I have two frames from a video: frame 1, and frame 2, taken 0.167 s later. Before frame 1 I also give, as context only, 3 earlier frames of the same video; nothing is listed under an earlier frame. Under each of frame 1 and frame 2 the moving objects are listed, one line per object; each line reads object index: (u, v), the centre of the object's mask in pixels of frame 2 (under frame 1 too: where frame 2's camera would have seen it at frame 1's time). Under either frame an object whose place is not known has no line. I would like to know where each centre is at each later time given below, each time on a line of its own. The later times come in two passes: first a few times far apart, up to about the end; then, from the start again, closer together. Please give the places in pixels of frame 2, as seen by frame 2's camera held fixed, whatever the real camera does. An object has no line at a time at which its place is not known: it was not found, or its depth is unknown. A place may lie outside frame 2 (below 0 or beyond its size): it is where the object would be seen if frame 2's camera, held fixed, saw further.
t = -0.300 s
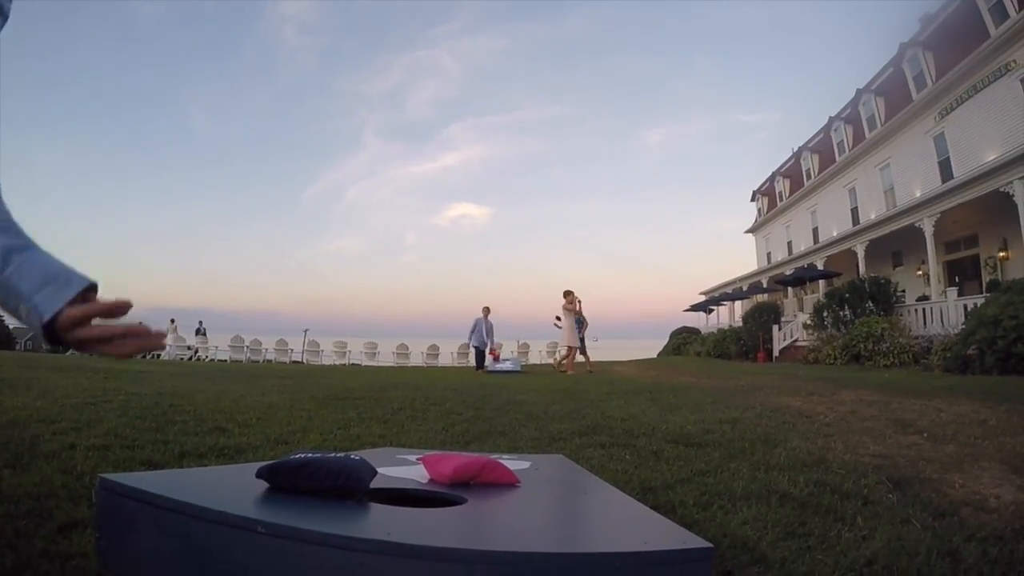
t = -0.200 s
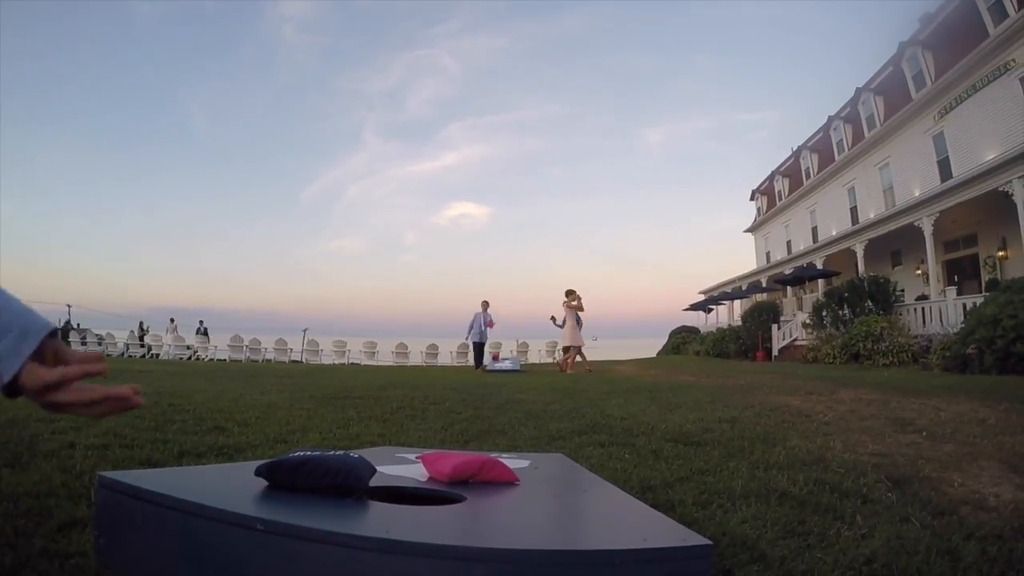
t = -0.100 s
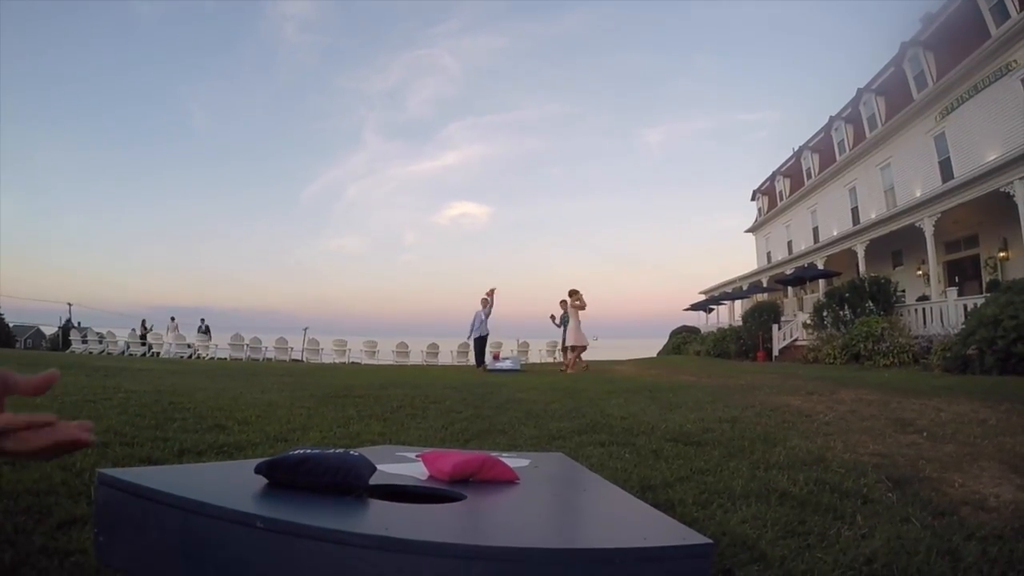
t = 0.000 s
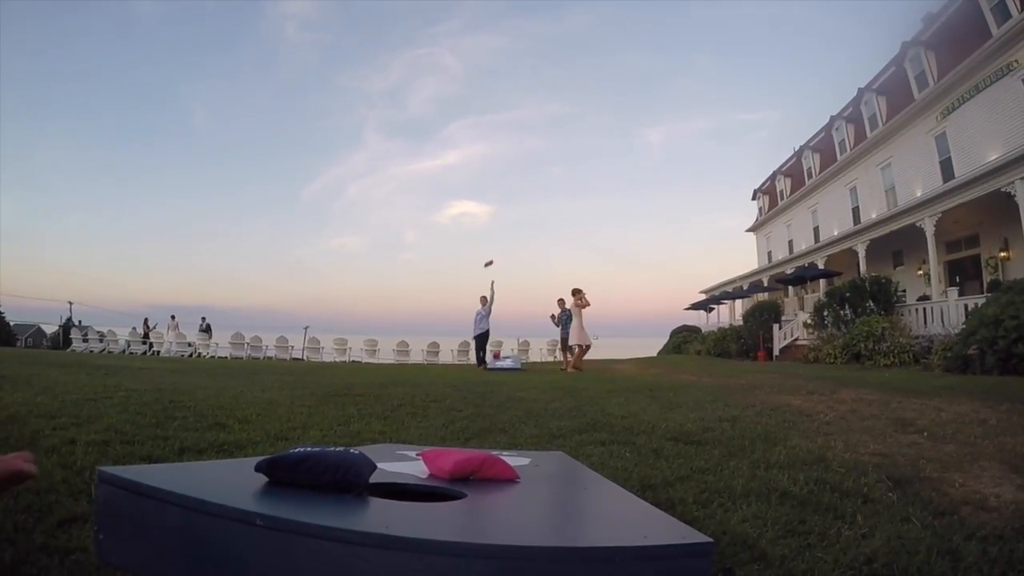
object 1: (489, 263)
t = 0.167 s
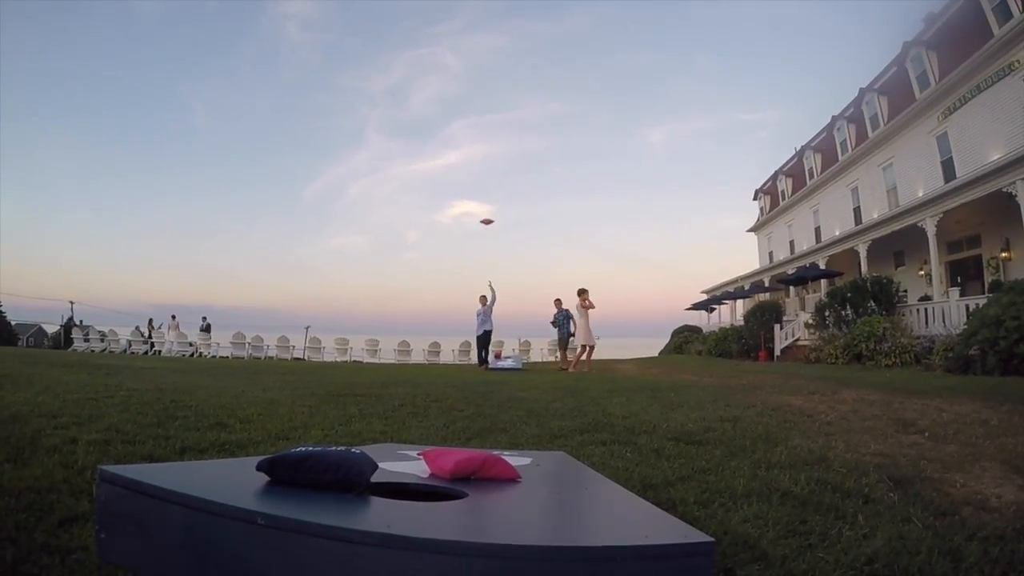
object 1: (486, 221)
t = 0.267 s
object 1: (484, 201)
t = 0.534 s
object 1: (472, 172)
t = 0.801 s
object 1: (441, 257)
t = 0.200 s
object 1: (485, 214)
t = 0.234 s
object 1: (484, 207)
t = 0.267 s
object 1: (484, 201)
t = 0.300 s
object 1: (482, 195)
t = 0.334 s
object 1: (482, 190)
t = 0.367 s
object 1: (480, 185)
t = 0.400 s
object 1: (479, 181)
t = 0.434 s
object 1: (477, 177)
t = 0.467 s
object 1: (475, 174)
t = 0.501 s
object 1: (474, 173)
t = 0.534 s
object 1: (472, 172)
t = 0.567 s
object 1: (470, 173)
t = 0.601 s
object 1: (468, 176)
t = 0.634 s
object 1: (465, 180)
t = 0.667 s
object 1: (462, 187)
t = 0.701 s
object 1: (458, 197)
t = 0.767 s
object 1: (447, 230)
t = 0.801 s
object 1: (441, 257)
